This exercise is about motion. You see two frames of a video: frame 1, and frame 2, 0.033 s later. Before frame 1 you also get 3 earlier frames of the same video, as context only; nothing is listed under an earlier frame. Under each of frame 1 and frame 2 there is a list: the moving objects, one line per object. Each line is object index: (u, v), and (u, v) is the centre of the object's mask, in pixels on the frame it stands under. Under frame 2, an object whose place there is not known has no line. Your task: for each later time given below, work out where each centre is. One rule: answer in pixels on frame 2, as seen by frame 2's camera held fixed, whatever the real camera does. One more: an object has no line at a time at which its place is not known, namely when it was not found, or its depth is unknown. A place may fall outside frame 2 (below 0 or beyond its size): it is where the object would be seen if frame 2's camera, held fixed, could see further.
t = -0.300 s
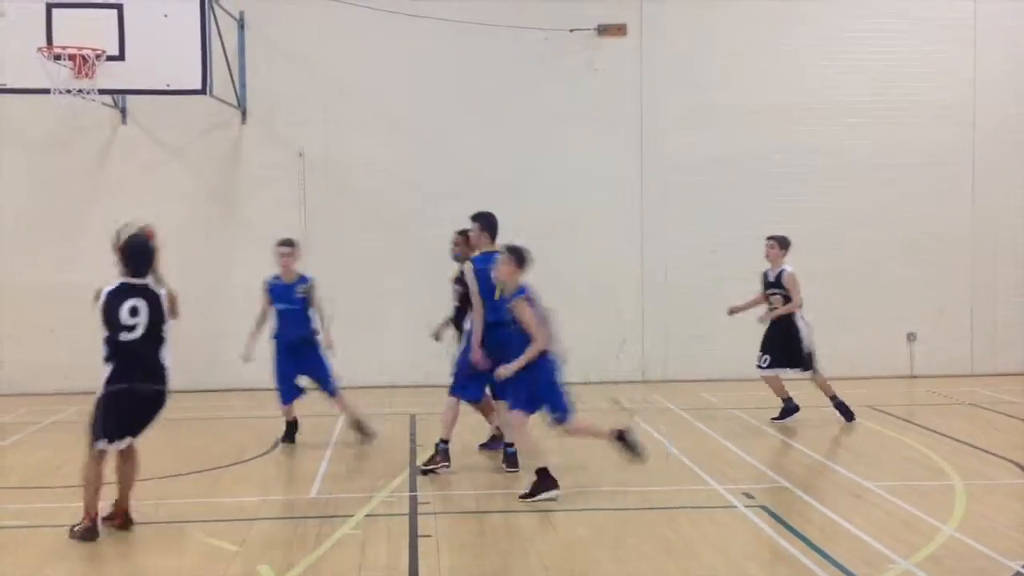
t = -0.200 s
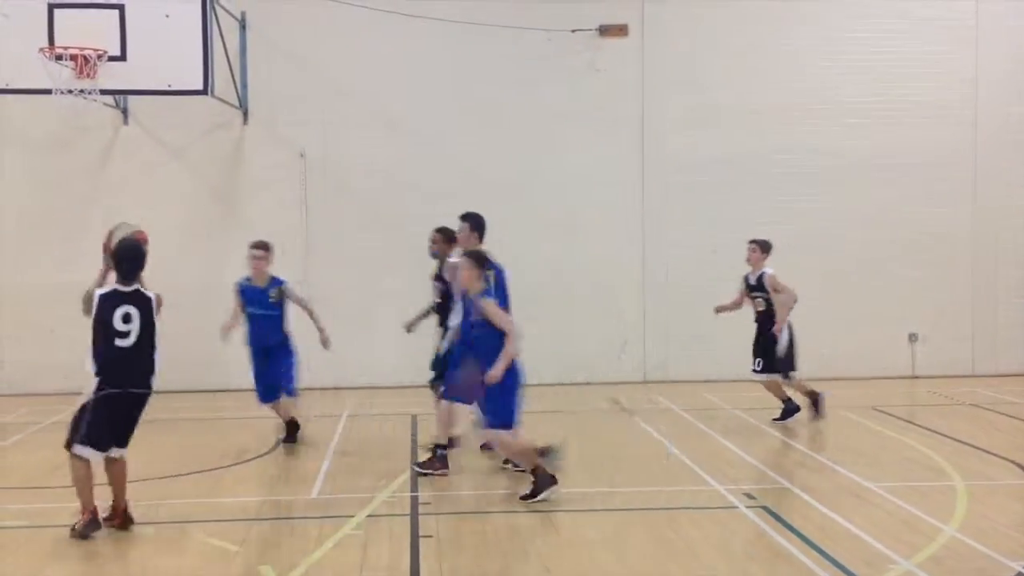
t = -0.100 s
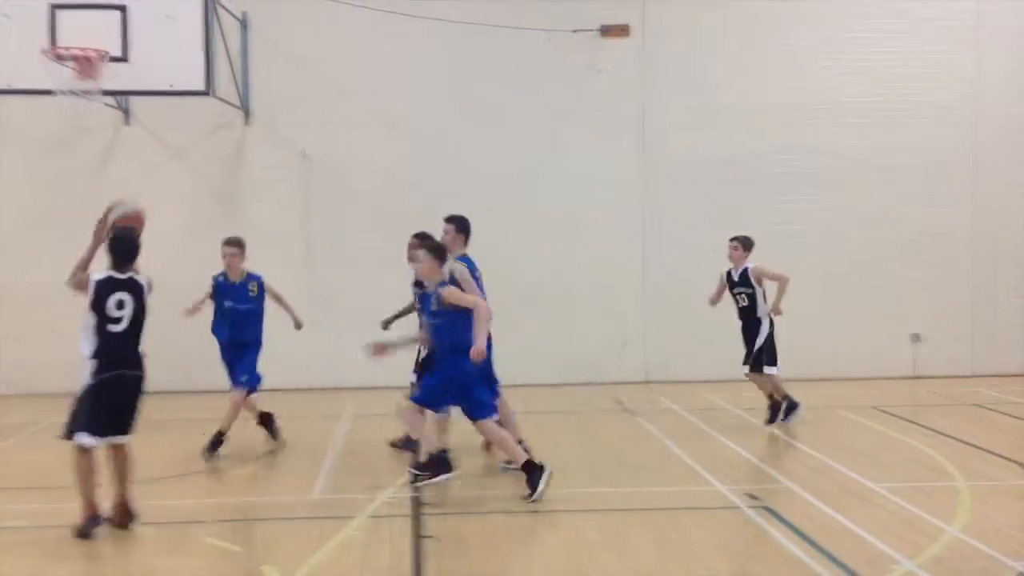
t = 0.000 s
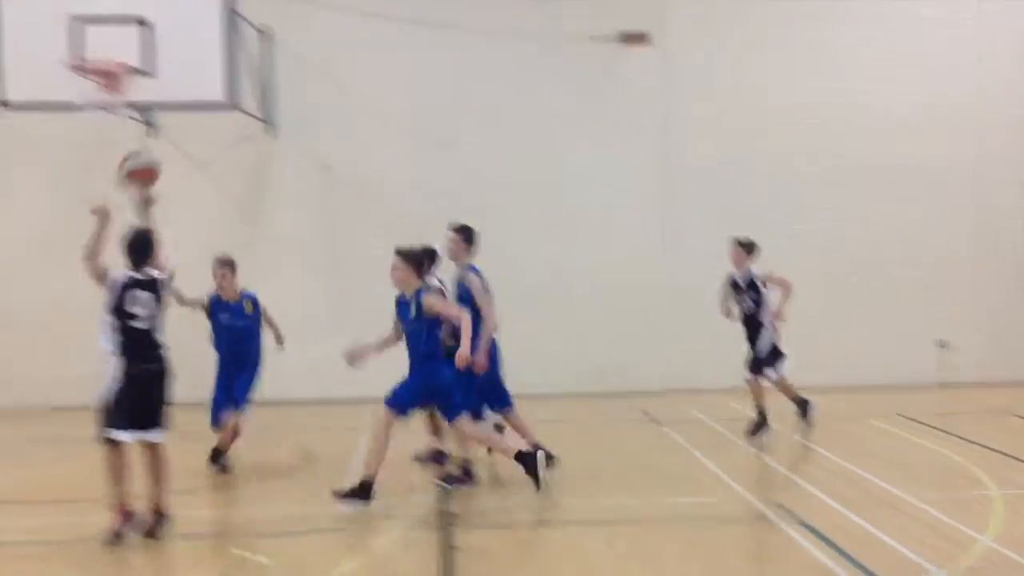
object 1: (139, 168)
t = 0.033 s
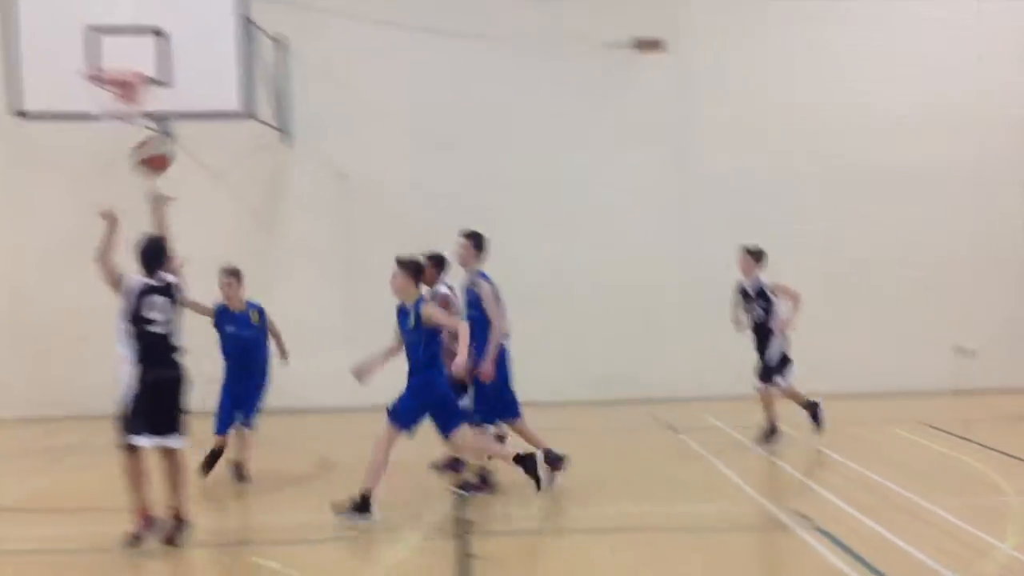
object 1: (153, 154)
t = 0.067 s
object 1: (148, 135)
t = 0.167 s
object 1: (138, 86)
